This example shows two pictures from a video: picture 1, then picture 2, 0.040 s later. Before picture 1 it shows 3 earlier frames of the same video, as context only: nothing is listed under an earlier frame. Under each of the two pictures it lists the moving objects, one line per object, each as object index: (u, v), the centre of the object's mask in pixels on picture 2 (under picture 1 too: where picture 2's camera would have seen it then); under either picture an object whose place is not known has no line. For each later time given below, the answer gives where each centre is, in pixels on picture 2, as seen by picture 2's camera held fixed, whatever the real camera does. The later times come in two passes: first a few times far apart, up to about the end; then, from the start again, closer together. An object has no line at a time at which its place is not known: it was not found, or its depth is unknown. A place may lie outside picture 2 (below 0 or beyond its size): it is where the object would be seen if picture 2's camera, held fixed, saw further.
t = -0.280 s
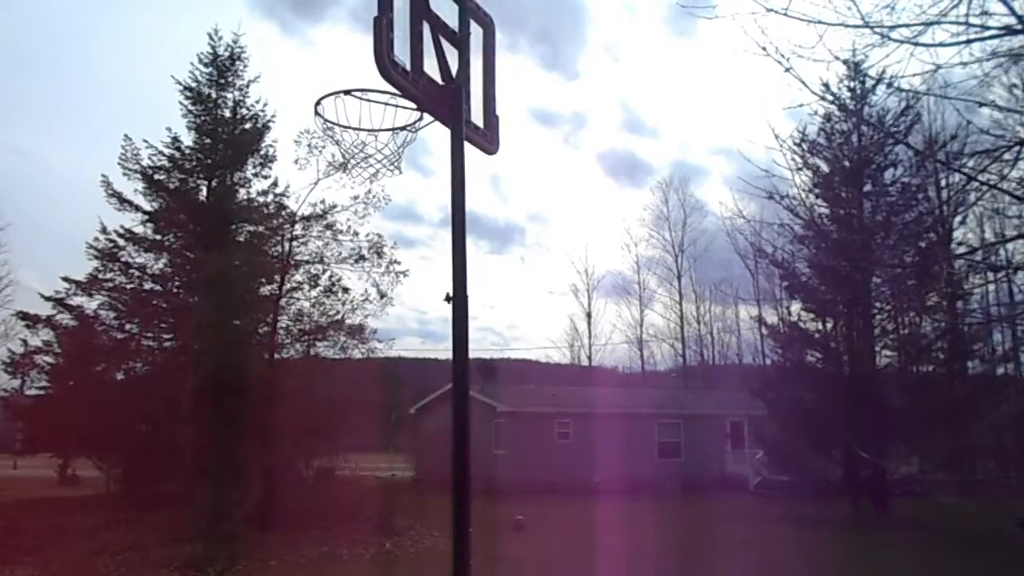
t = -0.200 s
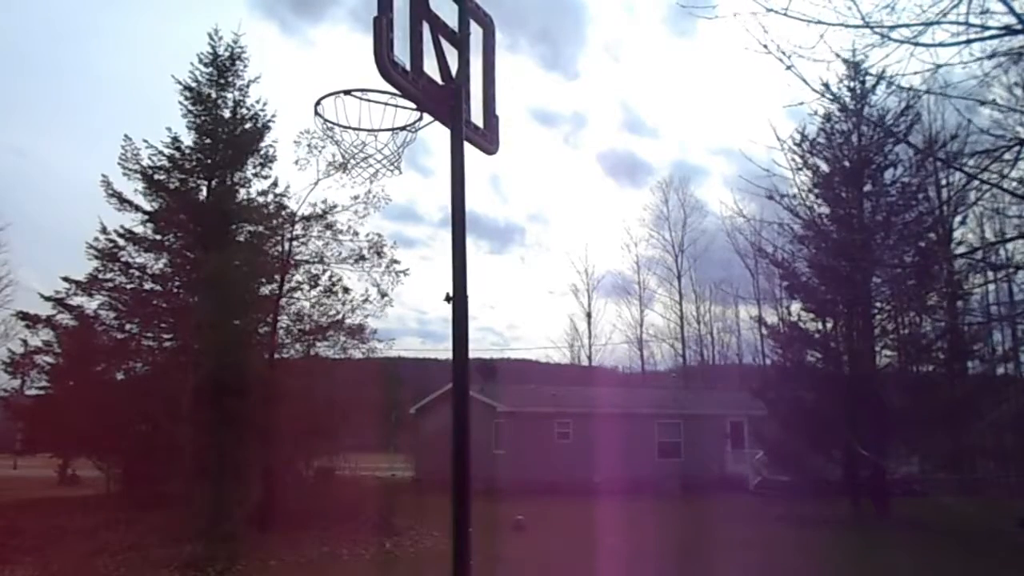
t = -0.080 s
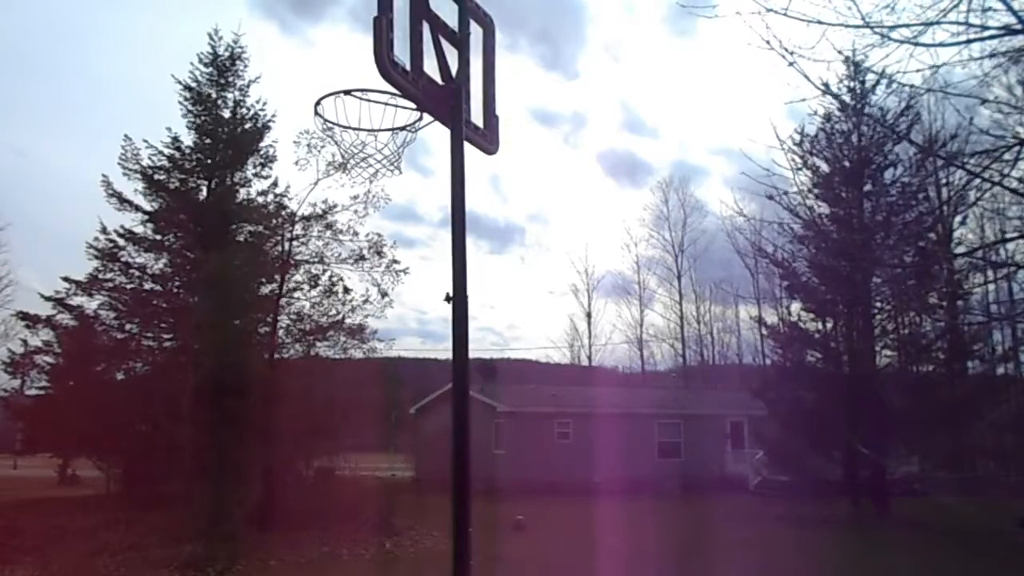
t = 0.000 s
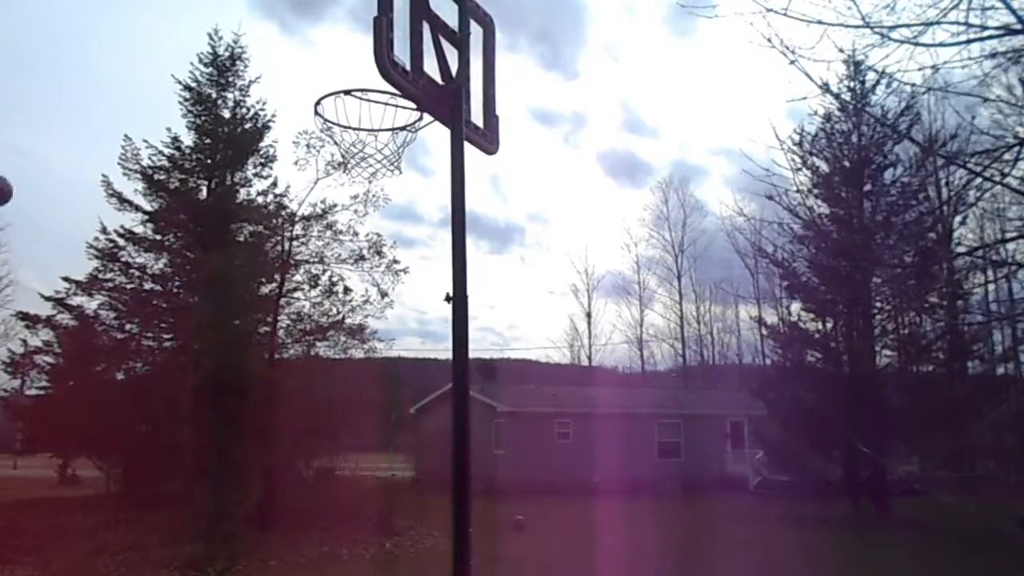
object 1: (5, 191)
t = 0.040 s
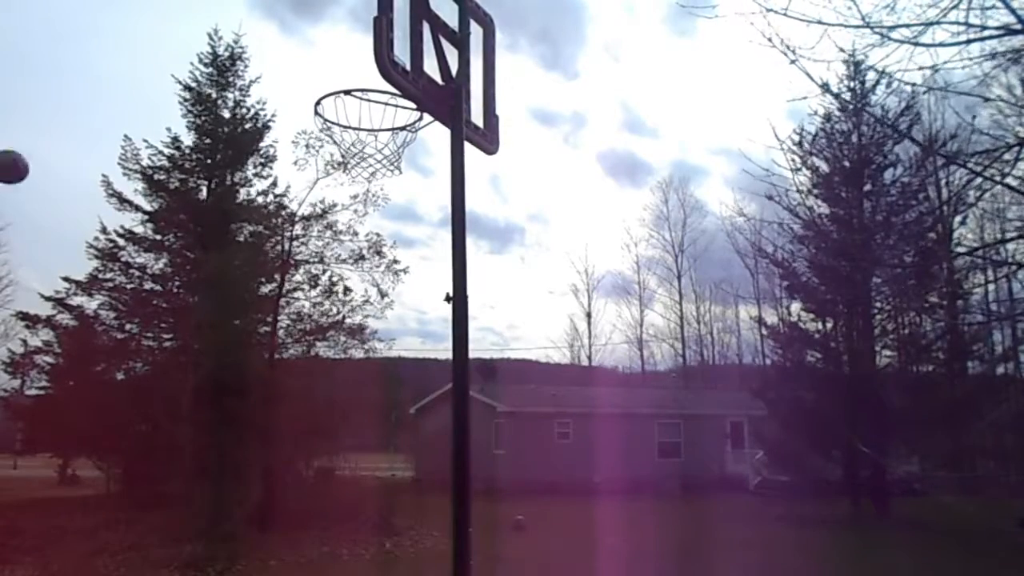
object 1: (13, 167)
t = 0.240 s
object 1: (92, 75)
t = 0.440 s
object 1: (185, 30)
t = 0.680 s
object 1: (320, 55)
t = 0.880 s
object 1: (333, 136)
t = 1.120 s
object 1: (344, 170)
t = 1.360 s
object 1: (376, 313)
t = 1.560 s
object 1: (401, 529)
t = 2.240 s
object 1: (423, 424)
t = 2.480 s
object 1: (422, 454)
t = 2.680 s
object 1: (421, 562)
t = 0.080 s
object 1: (24, 145)
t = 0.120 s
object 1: (41, 125)
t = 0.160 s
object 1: (58, 107)
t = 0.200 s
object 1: (75, 90)
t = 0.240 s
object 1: (92, 75)
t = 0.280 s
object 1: (110, 62)
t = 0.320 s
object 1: (128, 51)
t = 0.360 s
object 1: (146, 42)
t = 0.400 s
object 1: (165, 35)
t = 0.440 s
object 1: (185, 30)
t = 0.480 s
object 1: (205, 28)
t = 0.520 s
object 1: (226, 27)
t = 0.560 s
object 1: (249, 30)
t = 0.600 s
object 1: (271, 35)
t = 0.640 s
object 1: (295, 43)
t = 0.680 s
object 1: (320, 55)
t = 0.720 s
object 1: (347, 70)
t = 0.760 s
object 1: (371, 91)
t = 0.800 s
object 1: (396, 112)
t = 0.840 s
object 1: (364, 123)
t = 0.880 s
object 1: (333, 136)
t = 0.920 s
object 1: (327, 130)
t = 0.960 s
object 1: (326, 133)
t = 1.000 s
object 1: (328, 139)
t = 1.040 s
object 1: (333, 147)
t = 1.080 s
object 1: (338, 158)
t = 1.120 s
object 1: (344, 170)
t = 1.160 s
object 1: (349, 186)
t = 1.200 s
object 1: (355, 205)
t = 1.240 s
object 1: (360, 227)
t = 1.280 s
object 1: (366, 252)
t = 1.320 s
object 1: (371, 281)
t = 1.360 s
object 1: (376, 313)
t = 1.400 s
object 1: (382, 349)
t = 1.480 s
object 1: (390, 429)
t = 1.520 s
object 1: (398, 470)
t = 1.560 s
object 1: (401, 529)
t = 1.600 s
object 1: (406, 566)
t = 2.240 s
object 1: (423, 424)
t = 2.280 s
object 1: (423, 420)
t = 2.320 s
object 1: (424, 420)
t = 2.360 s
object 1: (423, 424)
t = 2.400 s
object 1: (424, 429)
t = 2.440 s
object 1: (423, 442)
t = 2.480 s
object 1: (422, 454)
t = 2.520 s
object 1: (422, 465)
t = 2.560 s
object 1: (422, 490)
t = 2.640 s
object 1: (421, 543)
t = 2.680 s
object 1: (421, 562)
